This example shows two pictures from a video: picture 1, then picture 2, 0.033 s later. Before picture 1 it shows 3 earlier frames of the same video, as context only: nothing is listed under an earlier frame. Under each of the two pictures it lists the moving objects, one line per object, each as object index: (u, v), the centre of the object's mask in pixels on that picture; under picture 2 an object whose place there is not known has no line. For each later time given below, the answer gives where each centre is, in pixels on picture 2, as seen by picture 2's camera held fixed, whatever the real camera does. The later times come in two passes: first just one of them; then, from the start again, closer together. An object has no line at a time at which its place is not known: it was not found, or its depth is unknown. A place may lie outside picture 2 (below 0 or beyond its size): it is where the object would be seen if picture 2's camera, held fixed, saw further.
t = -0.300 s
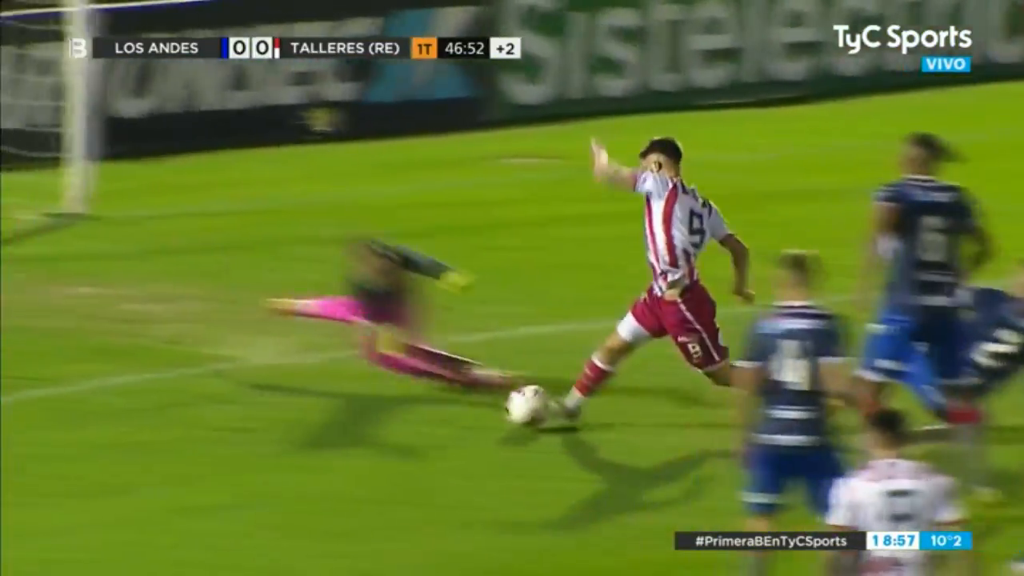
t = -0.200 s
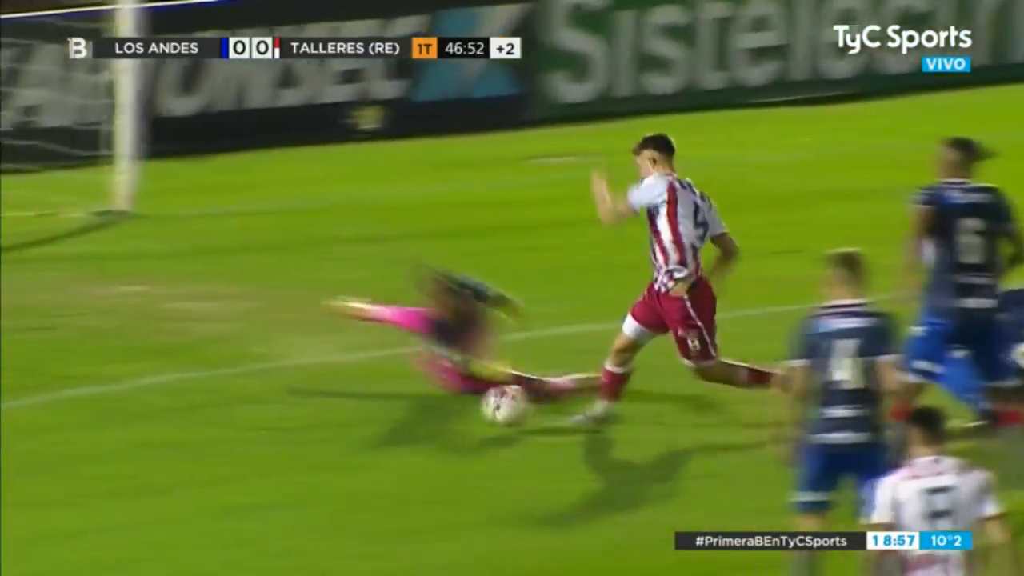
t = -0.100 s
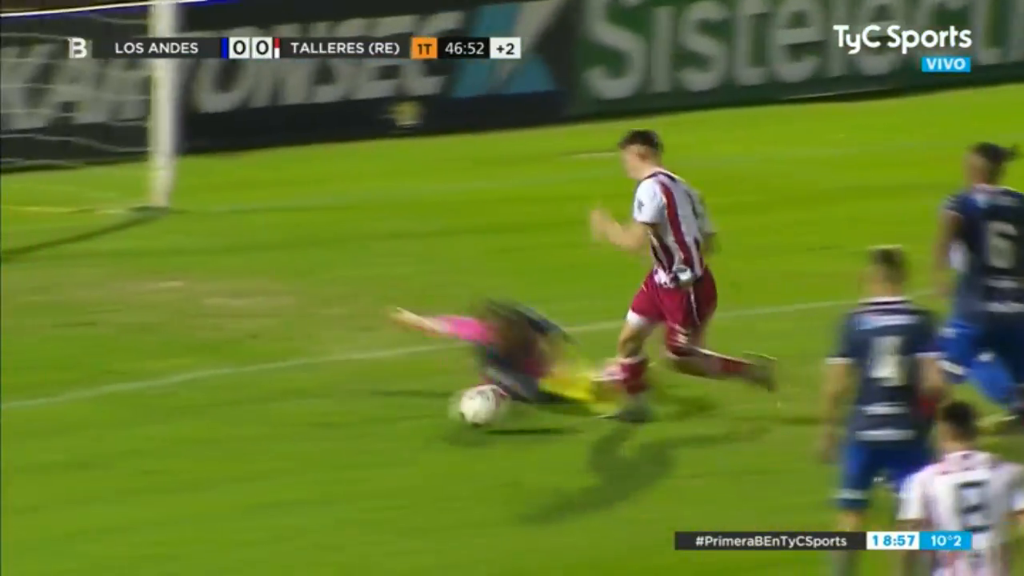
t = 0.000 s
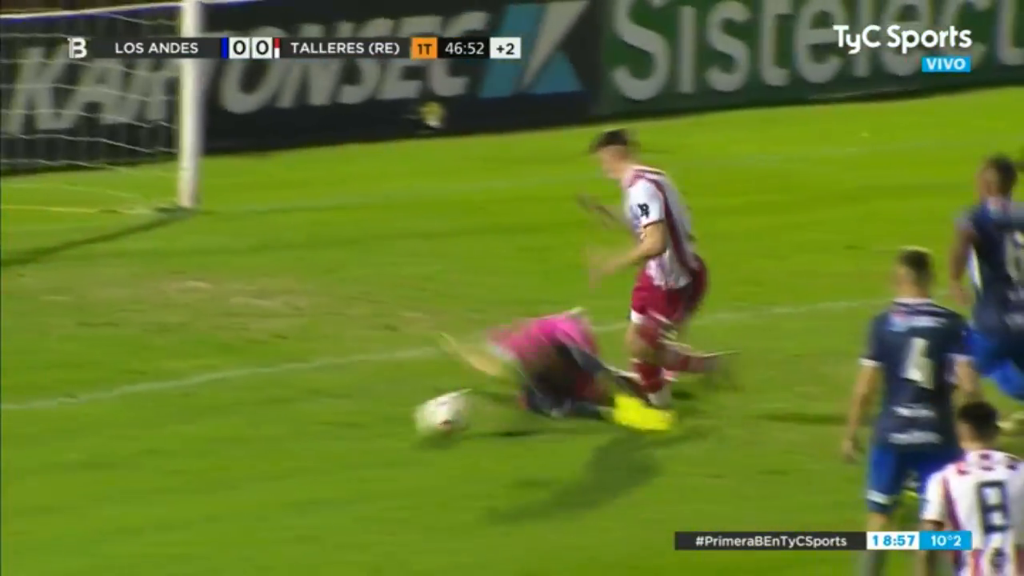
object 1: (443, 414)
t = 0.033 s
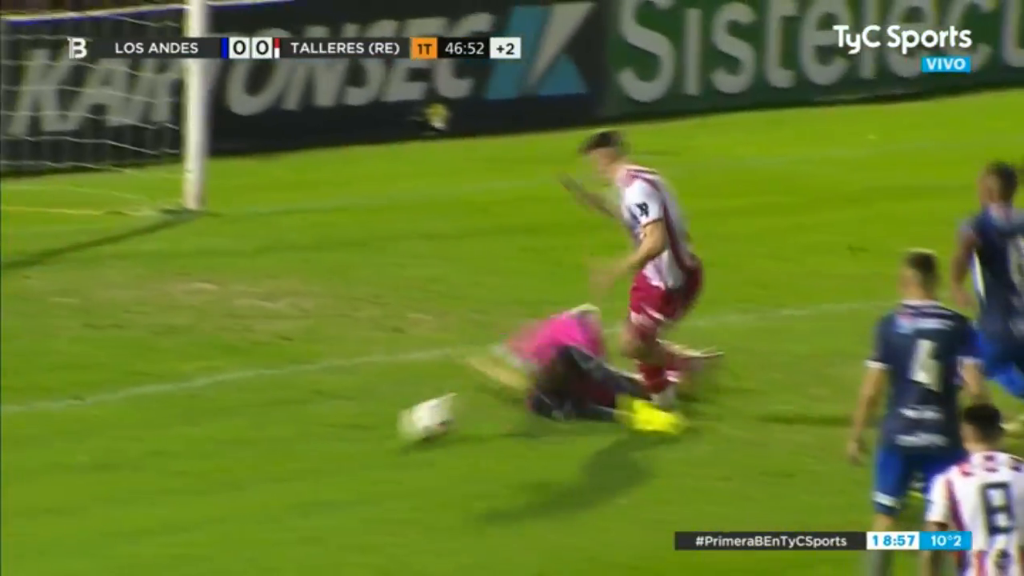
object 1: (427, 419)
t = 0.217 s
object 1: (332, 417)
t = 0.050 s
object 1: (417, 420)
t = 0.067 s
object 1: (406, 422)
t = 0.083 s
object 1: (400, 423)
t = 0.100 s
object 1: (393, 424)
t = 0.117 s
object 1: (381, 423)
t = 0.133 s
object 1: (372, 422)
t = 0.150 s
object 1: (361, 421)
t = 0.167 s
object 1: (357, 421)
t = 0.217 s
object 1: (332, 417)
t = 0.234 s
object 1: (323, 415)
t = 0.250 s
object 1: (314, 416)
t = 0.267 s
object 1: (308, 416)
